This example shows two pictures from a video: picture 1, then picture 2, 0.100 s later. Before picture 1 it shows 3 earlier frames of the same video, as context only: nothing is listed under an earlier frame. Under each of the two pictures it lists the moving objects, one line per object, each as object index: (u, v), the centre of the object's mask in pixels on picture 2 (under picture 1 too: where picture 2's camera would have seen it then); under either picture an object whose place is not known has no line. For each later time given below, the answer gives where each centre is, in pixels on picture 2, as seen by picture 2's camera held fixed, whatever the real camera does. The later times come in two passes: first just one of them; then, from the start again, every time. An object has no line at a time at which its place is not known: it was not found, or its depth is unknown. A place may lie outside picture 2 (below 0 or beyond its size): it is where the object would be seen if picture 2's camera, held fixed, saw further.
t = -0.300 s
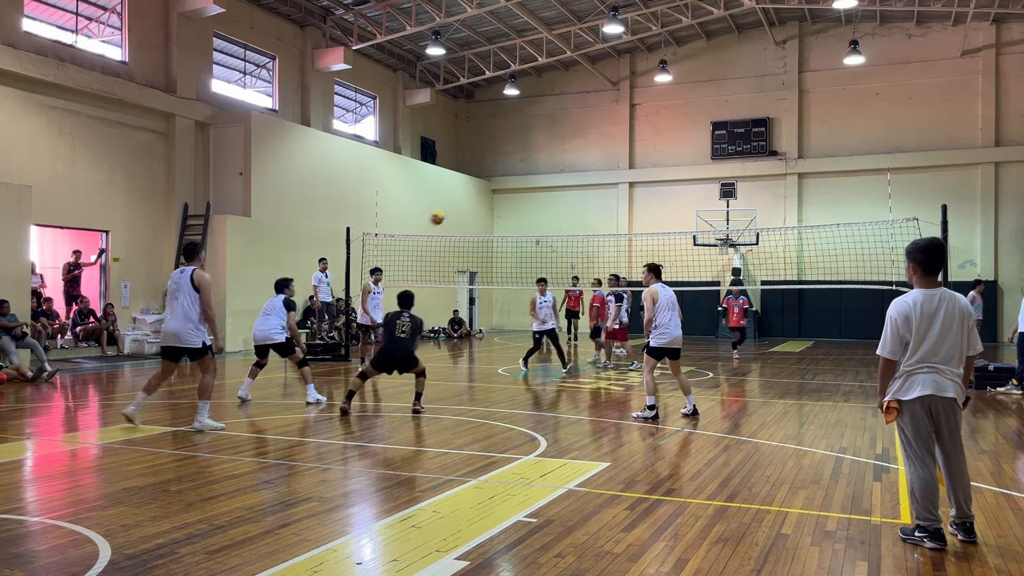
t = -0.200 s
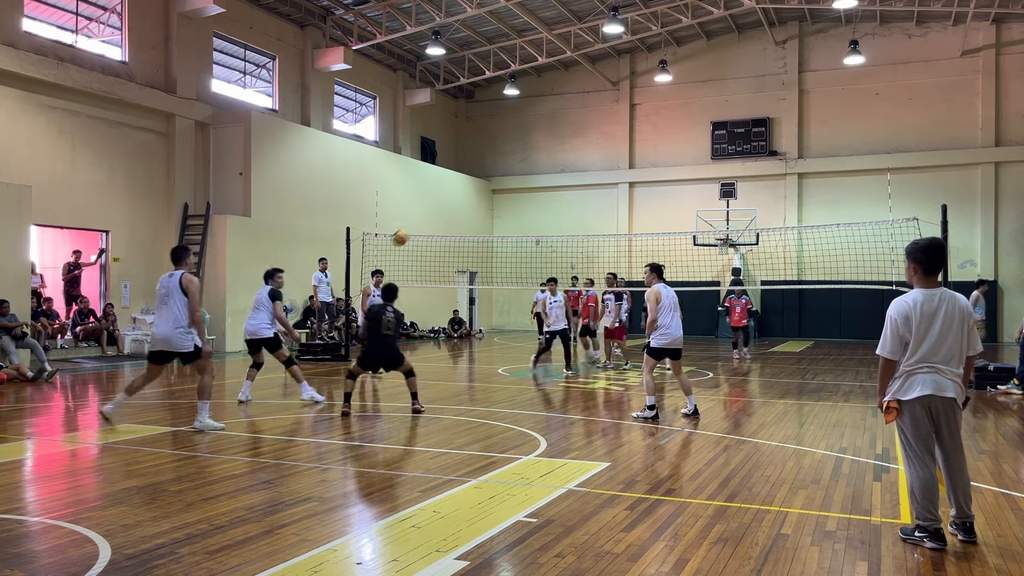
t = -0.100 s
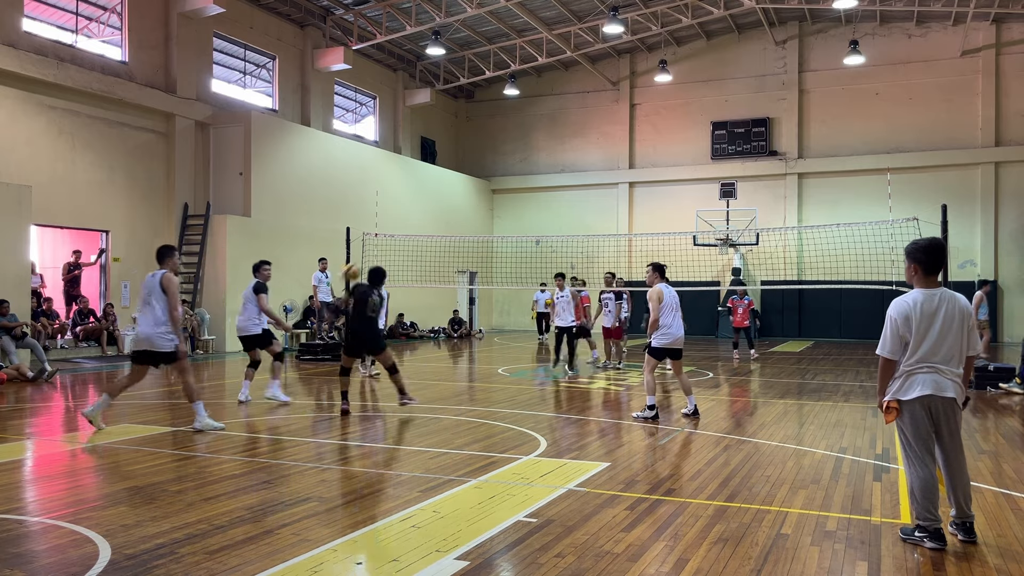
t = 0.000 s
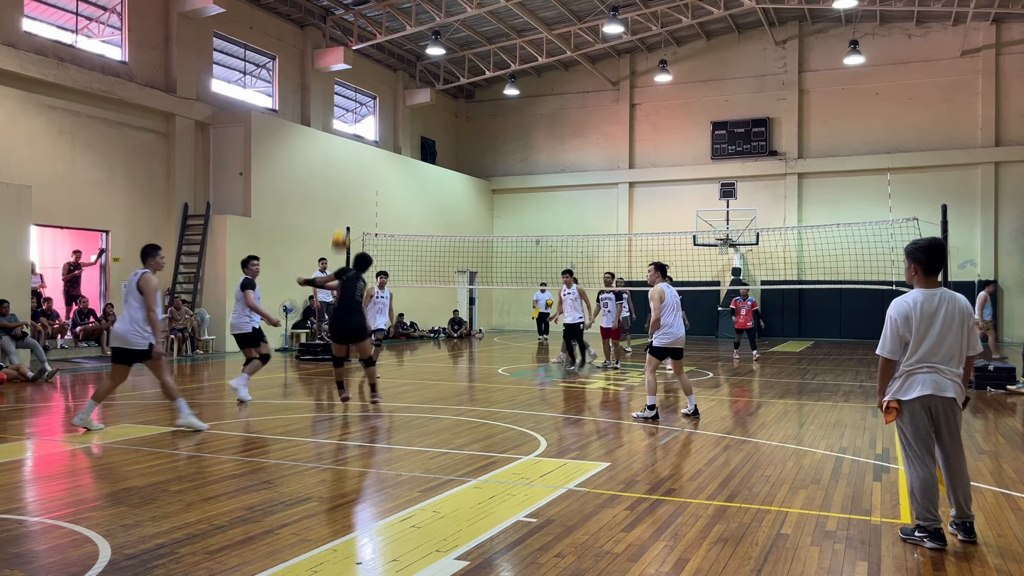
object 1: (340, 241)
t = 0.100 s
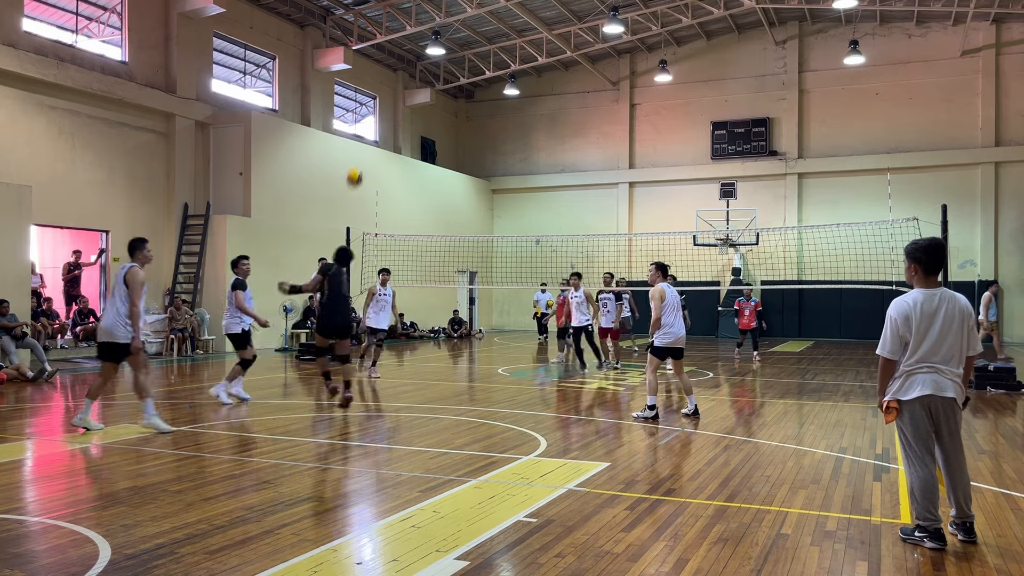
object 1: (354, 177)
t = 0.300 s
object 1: (382, 87)
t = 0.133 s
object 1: (359, 159)
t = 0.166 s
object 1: (363, 143)
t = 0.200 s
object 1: (369, 124)
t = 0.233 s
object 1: (375, 110)
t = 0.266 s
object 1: (378, 99)
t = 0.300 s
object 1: (382, 87)
